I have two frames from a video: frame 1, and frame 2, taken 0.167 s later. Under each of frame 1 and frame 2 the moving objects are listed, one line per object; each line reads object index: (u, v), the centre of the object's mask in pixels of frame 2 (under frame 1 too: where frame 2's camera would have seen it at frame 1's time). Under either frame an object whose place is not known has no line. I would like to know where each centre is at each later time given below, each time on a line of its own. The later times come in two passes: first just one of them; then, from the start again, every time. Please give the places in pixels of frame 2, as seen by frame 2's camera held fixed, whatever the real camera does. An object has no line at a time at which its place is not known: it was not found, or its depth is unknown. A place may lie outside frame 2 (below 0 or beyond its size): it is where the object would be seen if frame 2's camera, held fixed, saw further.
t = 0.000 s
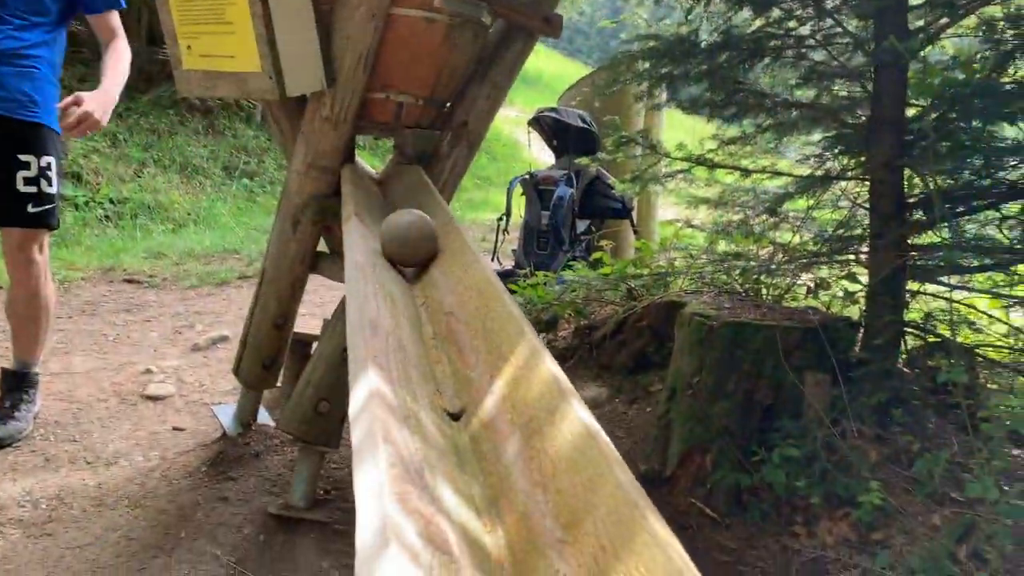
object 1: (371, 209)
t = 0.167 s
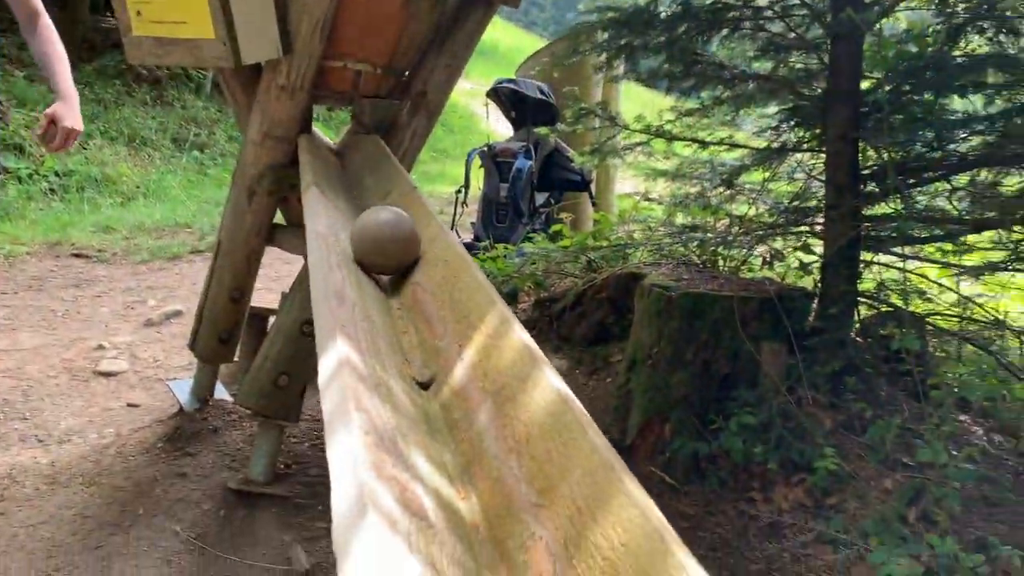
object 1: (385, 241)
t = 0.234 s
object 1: (395, 254)
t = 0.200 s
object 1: (389, 247)
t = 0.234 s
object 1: (395, 254)
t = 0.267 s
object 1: (398, 266)
